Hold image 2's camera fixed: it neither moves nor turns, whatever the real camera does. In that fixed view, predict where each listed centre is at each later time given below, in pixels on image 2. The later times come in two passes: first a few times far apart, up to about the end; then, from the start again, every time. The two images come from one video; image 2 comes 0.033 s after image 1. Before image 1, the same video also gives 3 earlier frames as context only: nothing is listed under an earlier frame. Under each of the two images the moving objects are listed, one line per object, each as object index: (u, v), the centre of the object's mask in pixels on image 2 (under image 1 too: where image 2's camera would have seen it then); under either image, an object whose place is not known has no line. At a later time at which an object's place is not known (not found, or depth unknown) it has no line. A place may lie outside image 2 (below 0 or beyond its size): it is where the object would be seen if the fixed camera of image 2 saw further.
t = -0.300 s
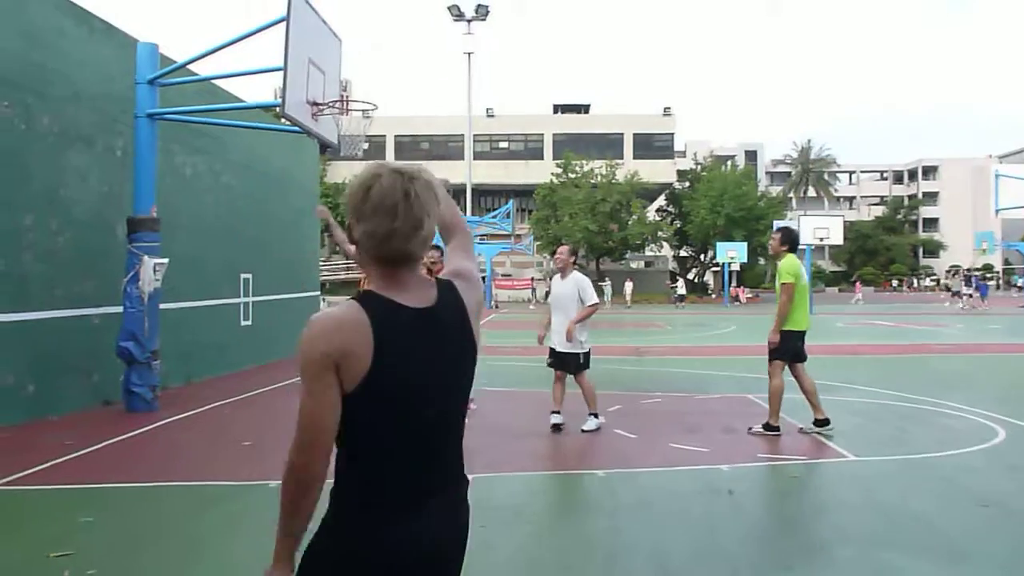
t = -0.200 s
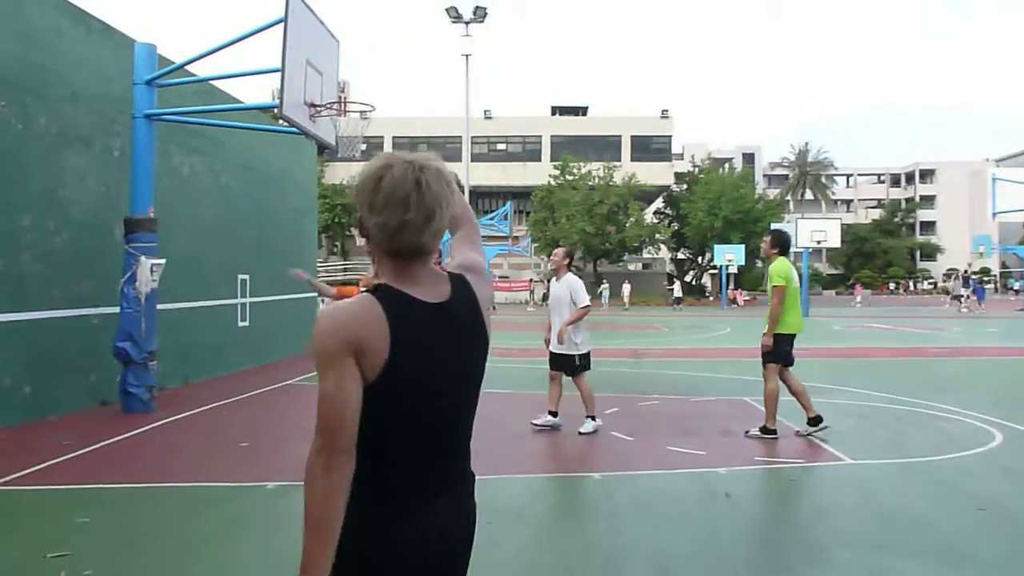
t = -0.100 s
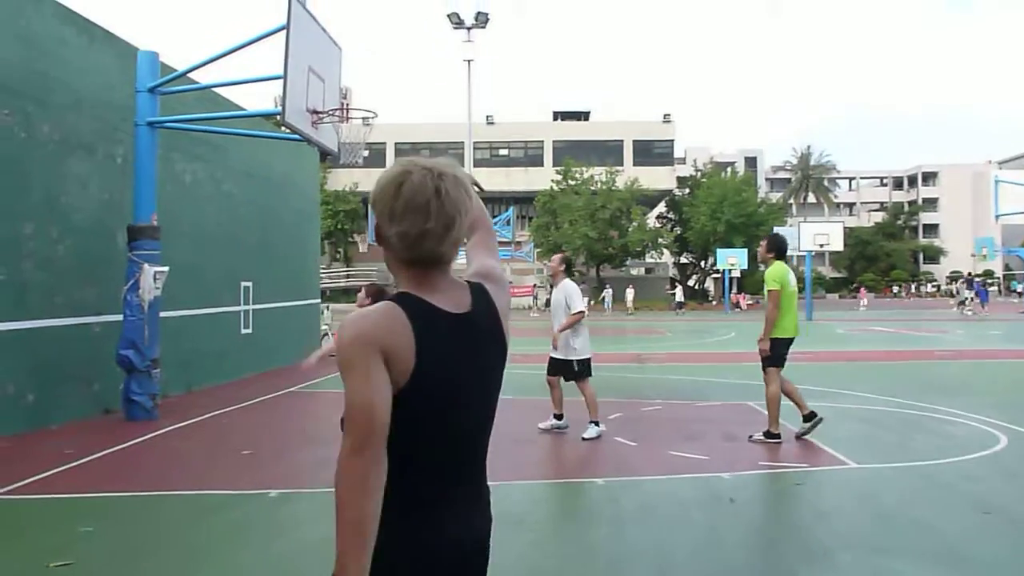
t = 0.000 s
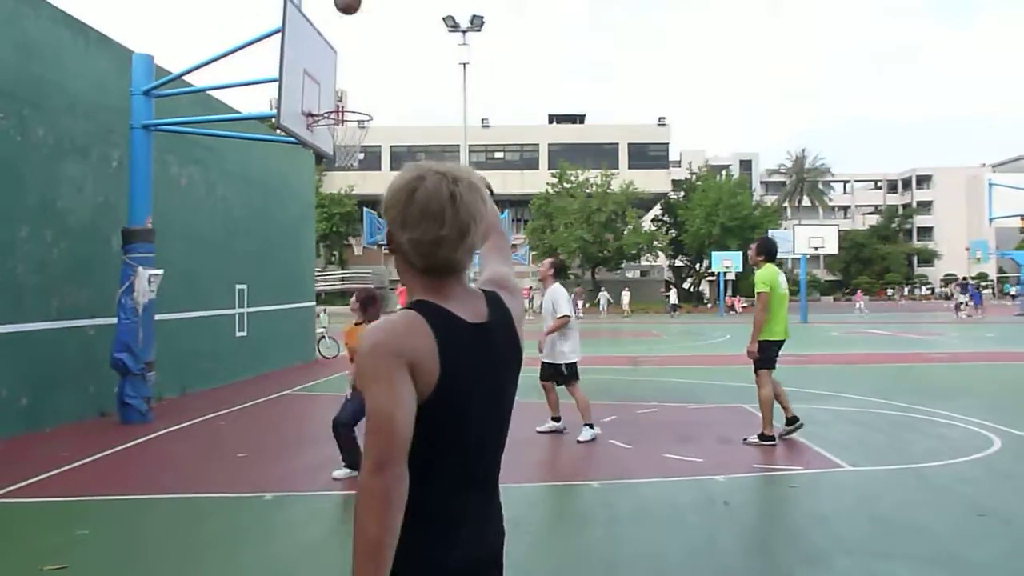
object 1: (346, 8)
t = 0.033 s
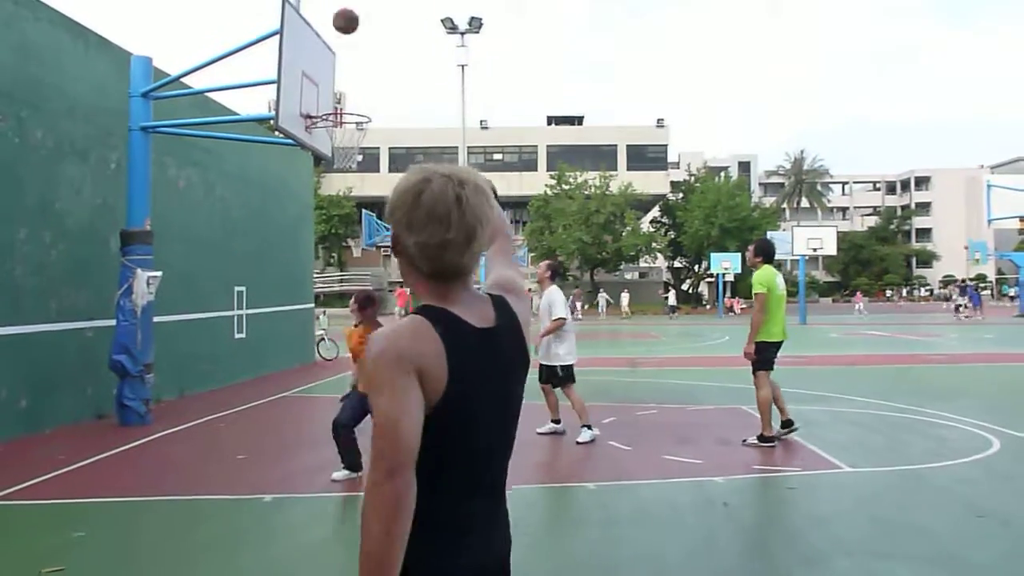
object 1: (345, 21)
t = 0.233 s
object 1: (346, 135)
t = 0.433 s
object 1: (349, 139)
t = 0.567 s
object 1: (353, 154)
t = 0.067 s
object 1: (345, 39)
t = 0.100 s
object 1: (345, 57)
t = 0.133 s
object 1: (345, 77)
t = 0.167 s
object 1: (345, 96)
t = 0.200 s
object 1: (345, 115)
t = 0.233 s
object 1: (346, 135)
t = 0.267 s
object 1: (347, 141)
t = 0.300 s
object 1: (346, 141)
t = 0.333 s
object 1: (347, 138)
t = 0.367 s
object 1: (348, 136)
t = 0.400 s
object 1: (349, 137)
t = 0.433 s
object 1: (349, 139)
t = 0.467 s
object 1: (350, 142)
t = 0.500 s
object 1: (351, 145)
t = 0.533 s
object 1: (352, 150)
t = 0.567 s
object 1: (353, 154)
